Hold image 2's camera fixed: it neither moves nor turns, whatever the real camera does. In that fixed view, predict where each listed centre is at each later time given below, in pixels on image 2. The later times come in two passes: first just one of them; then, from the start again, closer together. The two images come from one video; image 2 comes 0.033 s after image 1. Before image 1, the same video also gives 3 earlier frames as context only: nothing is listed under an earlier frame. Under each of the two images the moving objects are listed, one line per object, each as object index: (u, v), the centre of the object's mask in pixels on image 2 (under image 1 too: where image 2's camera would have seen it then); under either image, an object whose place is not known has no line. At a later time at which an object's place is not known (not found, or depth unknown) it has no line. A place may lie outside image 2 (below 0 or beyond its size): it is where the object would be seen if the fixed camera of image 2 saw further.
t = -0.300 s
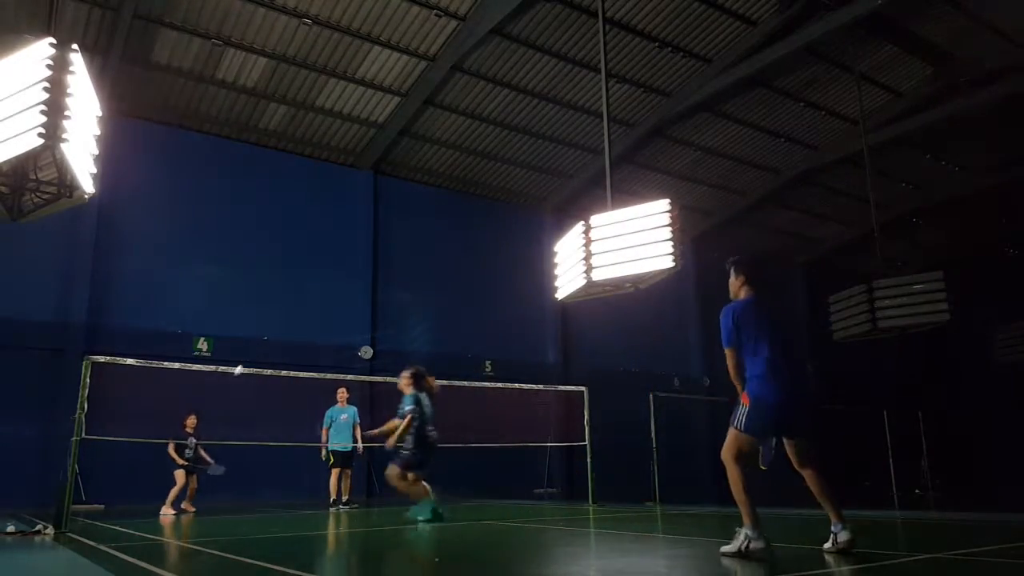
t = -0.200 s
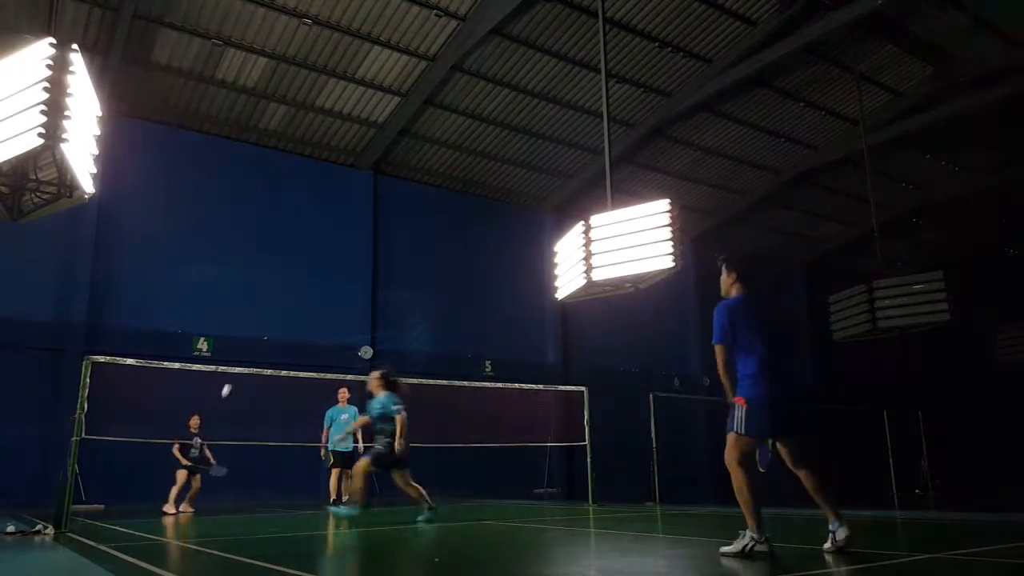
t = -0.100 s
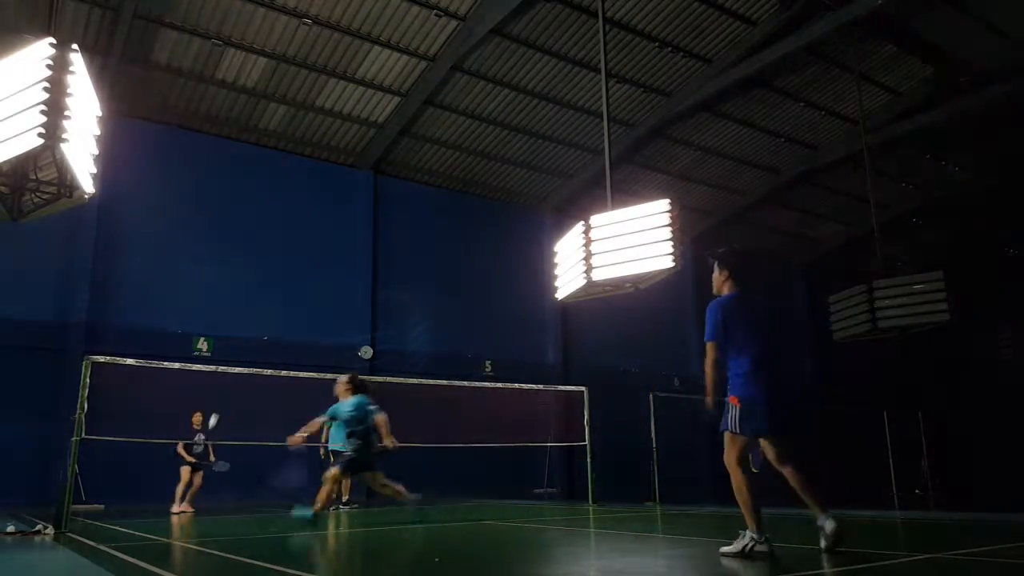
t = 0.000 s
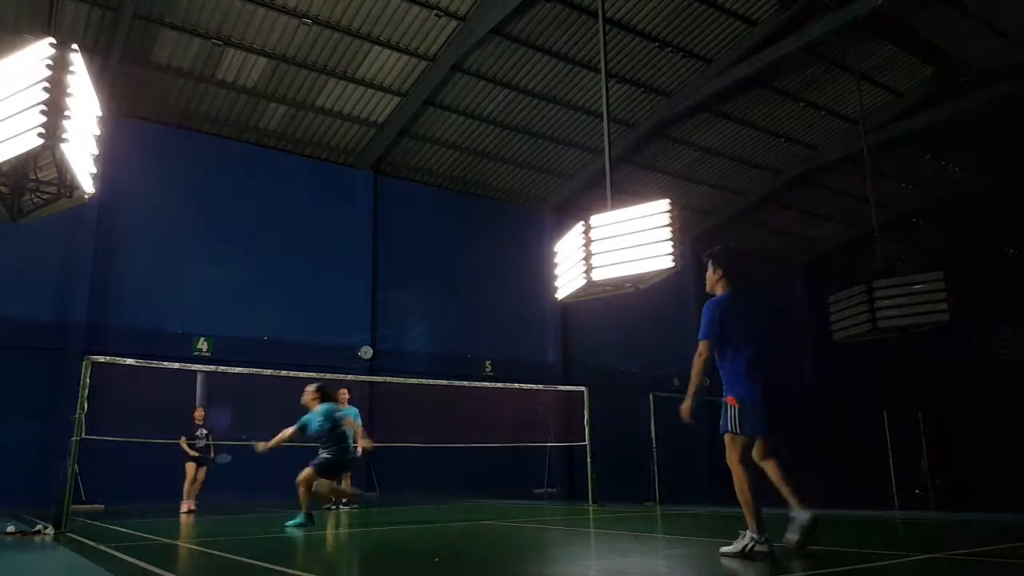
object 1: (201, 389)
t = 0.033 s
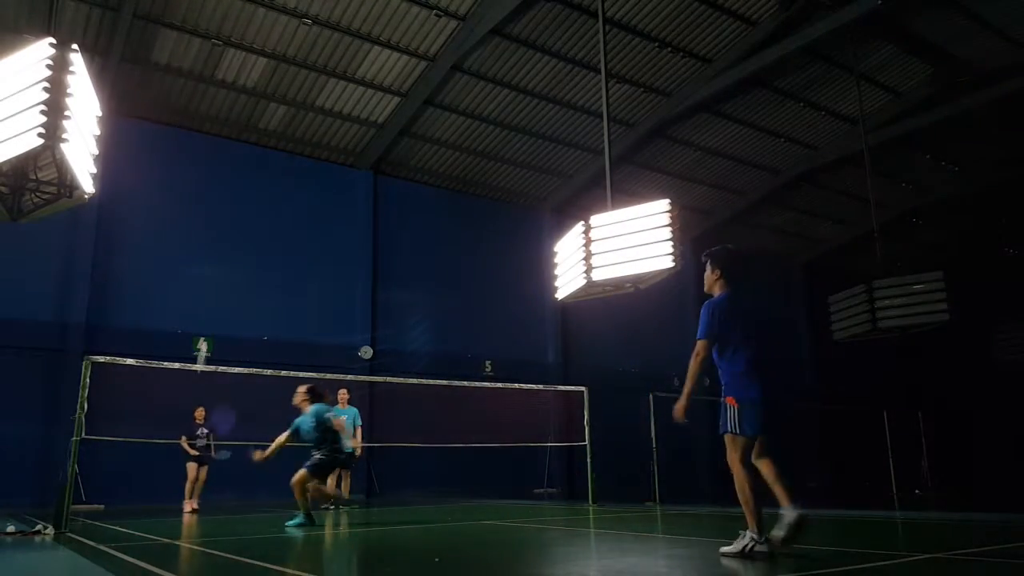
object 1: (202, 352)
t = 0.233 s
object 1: (191, 250)
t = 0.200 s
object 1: (193, 260)
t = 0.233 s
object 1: (191, 250)
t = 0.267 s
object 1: (190, 240)
